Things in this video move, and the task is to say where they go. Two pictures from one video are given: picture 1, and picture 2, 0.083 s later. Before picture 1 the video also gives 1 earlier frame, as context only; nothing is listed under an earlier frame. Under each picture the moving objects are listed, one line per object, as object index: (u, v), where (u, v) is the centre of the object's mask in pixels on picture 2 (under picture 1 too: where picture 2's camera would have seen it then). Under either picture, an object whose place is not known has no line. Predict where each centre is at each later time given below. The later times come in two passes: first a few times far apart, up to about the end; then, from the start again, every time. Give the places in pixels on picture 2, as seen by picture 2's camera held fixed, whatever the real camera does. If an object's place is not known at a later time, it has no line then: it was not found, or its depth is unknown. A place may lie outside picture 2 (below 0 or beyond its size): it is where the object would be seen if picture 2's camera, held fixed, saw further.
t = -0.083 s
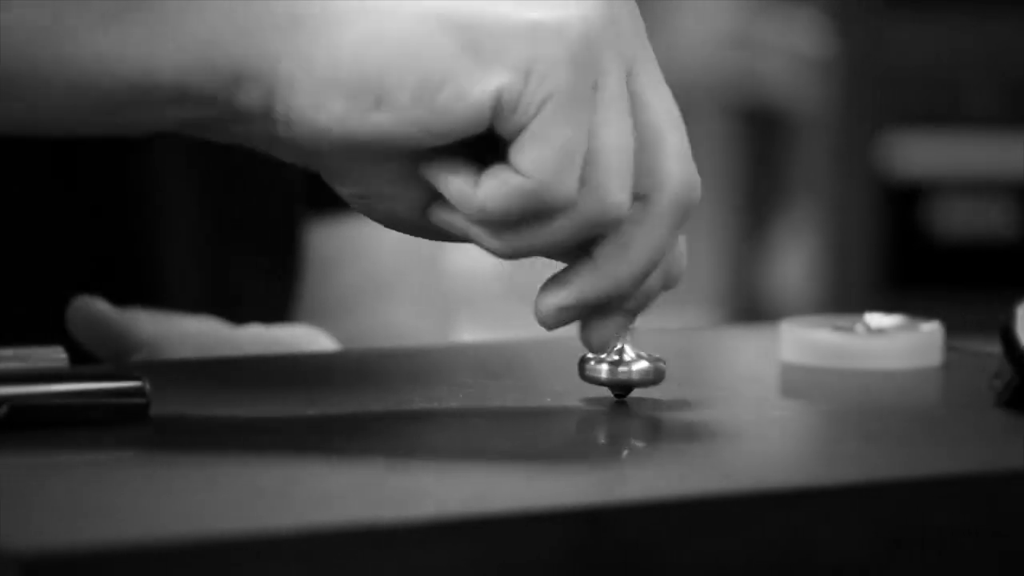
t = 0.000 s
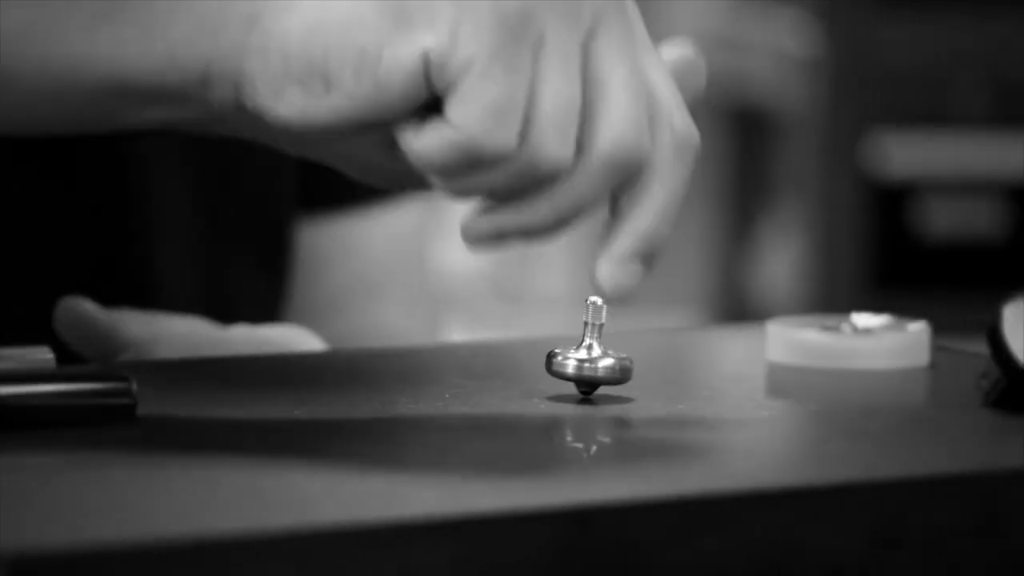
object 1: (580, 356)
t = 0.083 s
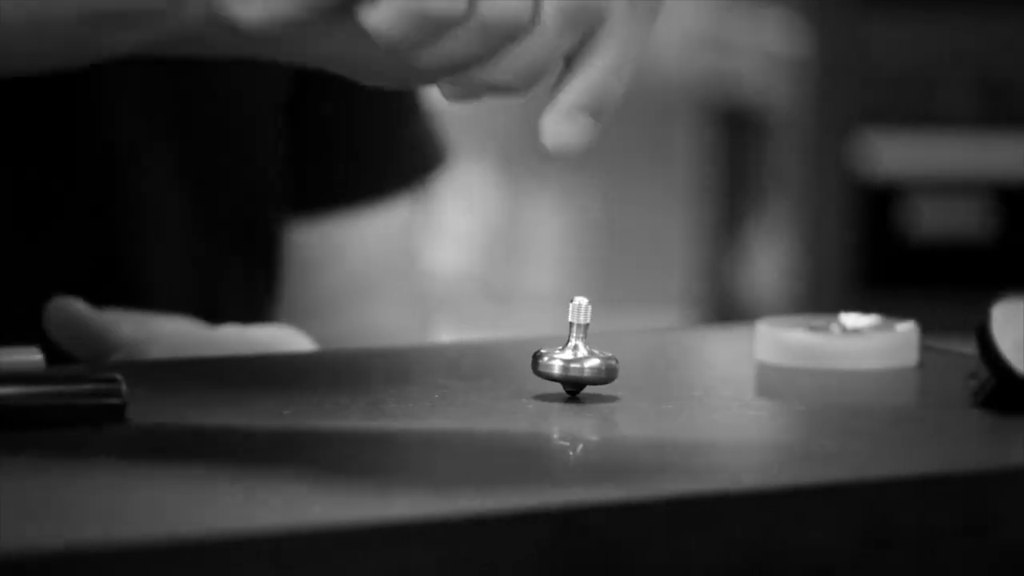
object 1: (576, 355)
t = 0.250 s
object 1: (582, 353)
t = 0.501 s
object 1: (607, 352)
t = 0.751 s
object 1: (639, 353)
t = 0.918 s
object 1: (657, 354)
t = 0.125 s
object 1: (576, 355)
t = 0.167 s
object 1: (578, 354)
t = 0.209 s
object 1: (580, 354)
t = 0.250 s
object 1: (582, 353)
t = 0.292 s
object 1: (586, 353)
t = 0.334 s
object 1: (589, 353)
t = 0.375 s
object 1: (593, 352)
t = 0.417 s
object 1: (598, 352)
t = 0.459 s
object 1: (602, 352)
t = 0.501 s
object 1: (607, 352)
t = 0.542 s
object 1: (612, 352)
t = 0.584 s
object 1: (618, 352)
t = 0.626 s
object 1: (623, 352)
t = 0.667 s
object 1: (629, 352)
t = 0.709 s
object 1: (634, 352)
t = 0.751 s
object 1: (639, 353)
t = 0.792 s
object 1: (644, 353)
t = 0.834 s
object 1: (648, 353)
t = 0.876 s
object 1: (653, 354)
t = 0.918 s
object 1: (657, 354)
